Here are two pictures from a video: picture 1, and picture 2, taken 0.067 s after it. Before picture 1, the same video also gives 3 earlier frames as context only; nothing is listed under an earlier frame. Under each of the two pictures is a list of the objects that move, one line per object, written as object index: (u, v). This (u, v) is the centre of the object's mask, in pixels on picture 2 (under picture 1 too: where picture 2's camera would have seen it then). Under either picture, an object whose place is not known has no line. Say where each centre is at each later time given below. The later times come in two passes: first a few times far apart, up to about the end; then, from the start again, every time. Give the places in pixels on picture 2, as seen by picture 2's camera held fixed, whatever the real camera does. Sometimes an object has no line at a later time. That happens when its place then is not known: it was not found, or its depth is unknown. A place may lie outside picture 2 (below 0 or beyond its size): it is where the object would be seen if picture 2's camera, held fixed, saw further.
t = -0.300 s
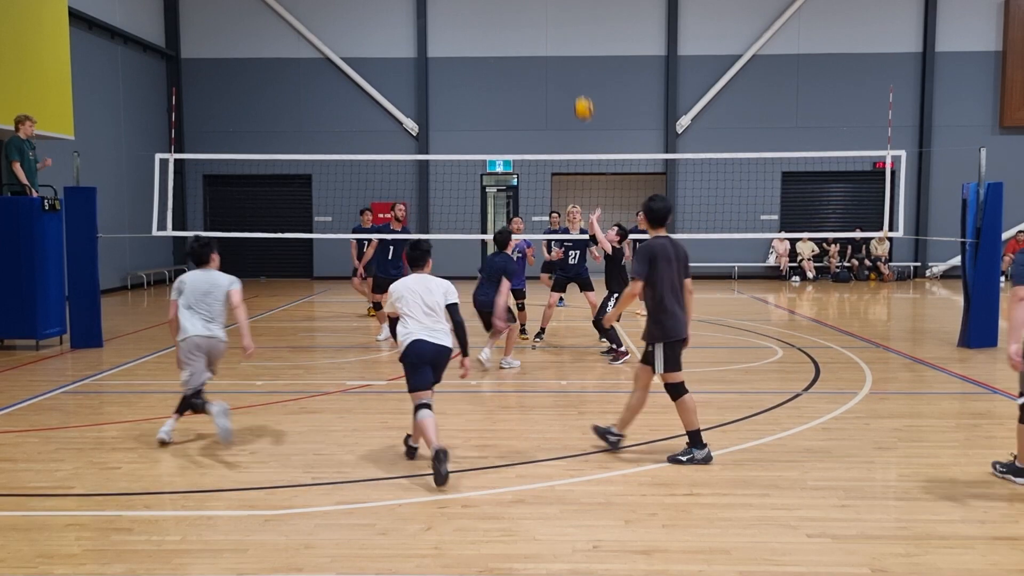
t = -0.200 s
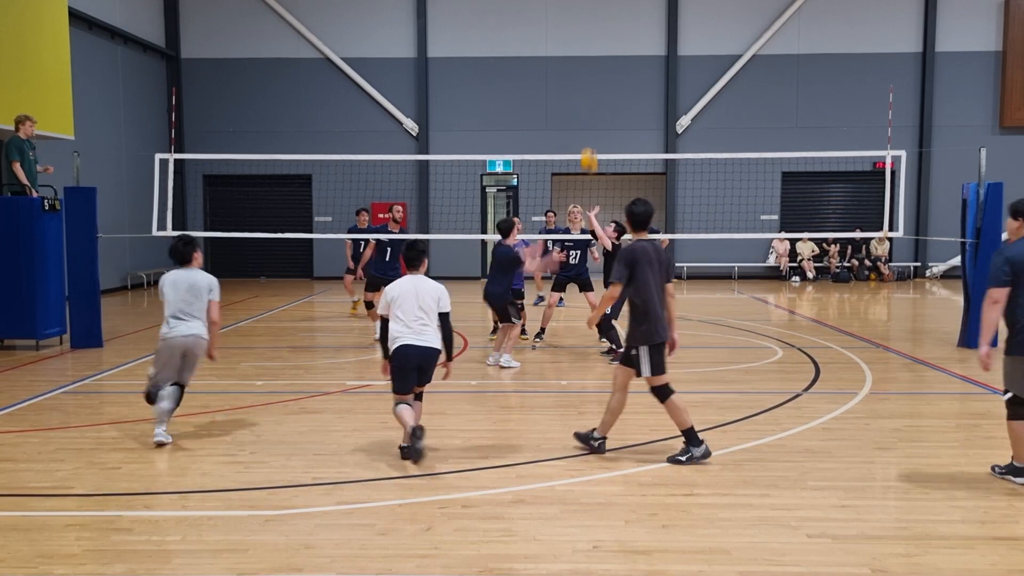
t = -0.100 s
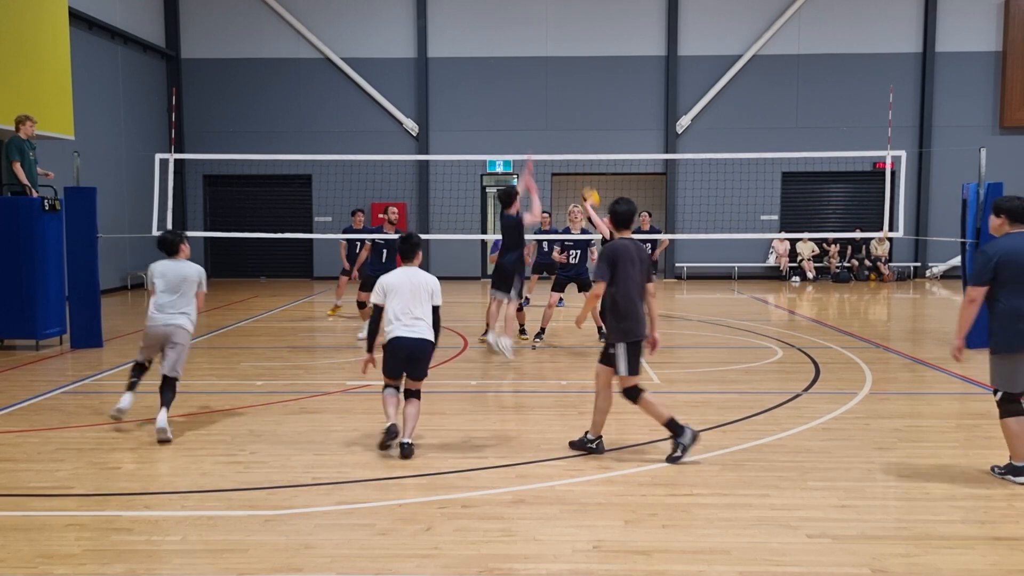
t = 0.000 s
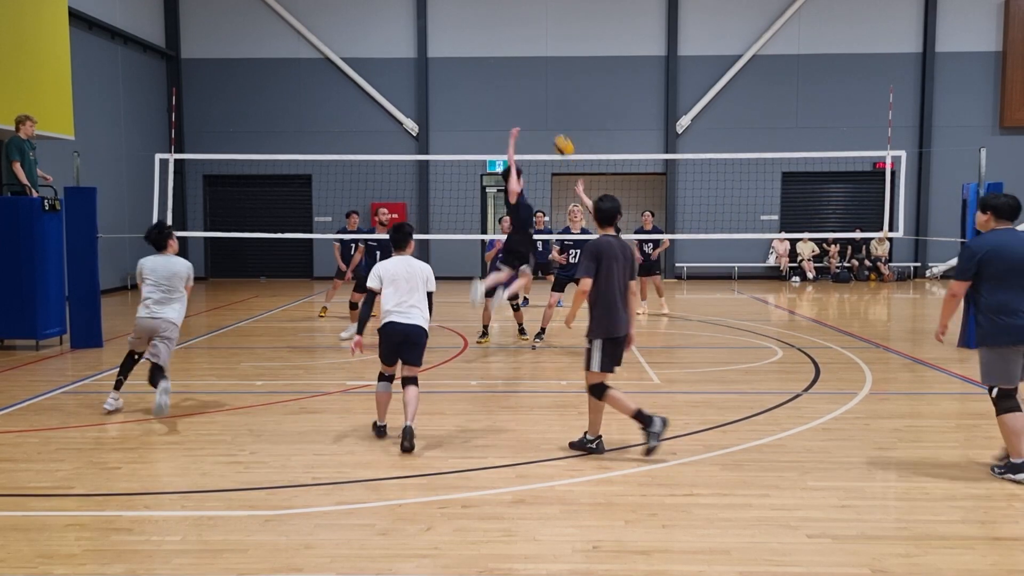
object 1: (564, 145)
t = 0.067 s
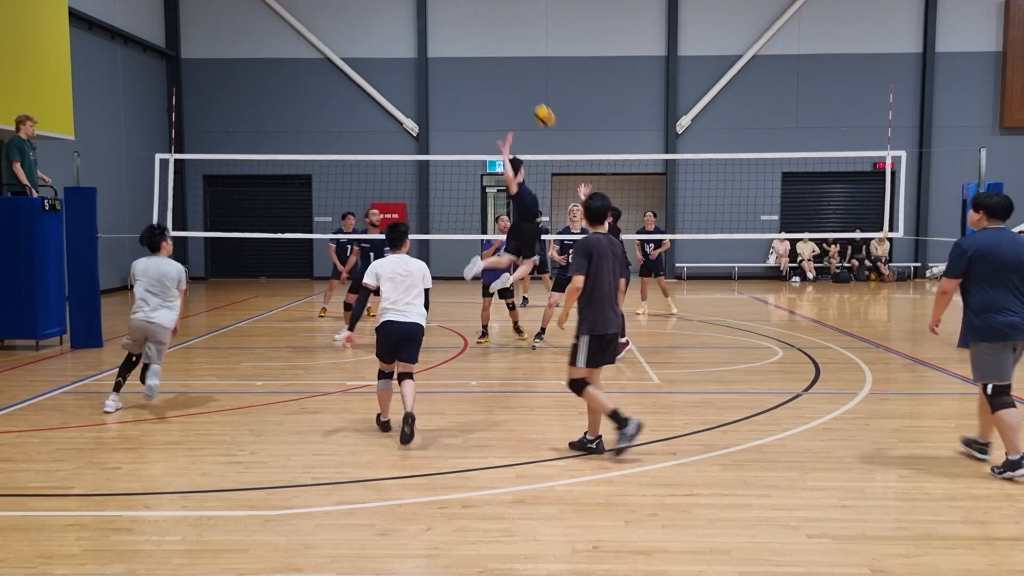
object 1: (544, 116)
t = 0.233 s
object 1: (496, 57)
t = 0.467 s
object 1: (431, 13)
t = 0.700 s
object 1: (367, 18)
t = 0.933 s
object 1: (306, 71)
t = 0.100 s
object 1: (535, 102)
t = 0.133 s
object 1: (526, 90)
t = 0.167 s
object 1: (516, 78)
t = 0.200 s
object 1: (506, 67)
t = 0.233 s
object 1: (496, 57)
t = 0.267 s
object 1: (487, 47)
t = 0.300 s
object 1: (478, 39)
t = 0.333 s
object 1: (468, 32)
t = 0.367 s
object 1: (459, 25)
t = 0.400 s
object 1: (449, 20)
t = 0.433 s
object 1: (440, 16)
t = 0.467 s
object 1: (431, 13)
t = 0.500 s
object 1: (422, 11)
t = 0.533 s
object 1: (413, 9)
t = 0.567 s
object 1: (403, 9)
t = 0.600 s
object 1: (394, 9)
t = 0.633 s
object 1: (385, 11)
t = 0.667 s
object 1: (376, 14)
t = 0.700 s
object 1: (367, 18)
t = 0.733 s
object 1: (357, 22)
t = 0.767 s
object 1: (349, 28)
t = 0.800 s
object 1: (340, 34)
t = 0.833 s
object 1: (332, 41)
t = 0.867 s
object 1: (323, 50)
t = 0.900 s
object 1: (314, 60)
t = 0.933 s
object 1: (306, 71)
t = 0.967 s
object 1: (297, 81)
